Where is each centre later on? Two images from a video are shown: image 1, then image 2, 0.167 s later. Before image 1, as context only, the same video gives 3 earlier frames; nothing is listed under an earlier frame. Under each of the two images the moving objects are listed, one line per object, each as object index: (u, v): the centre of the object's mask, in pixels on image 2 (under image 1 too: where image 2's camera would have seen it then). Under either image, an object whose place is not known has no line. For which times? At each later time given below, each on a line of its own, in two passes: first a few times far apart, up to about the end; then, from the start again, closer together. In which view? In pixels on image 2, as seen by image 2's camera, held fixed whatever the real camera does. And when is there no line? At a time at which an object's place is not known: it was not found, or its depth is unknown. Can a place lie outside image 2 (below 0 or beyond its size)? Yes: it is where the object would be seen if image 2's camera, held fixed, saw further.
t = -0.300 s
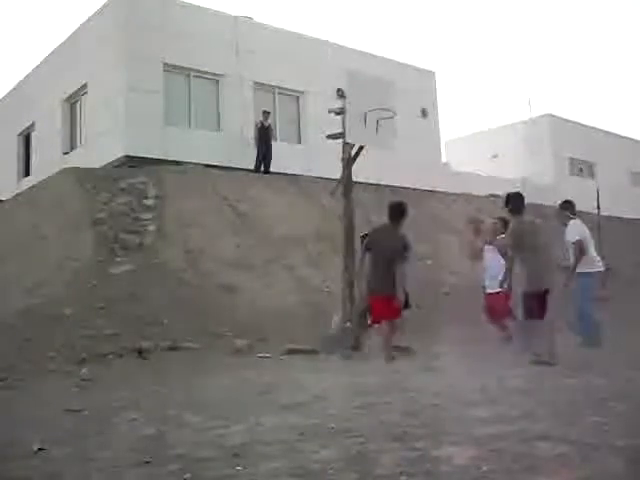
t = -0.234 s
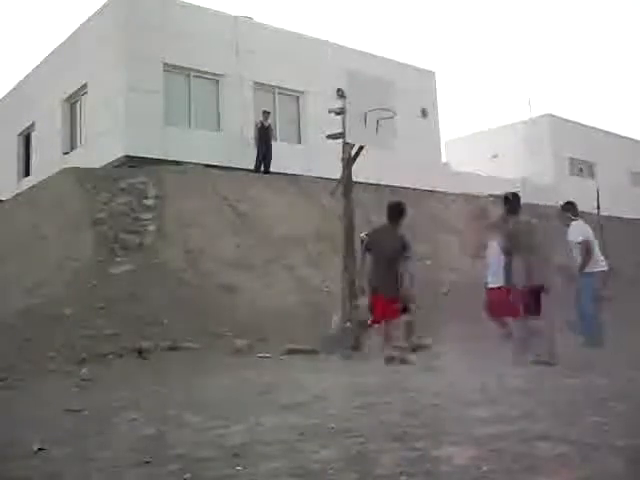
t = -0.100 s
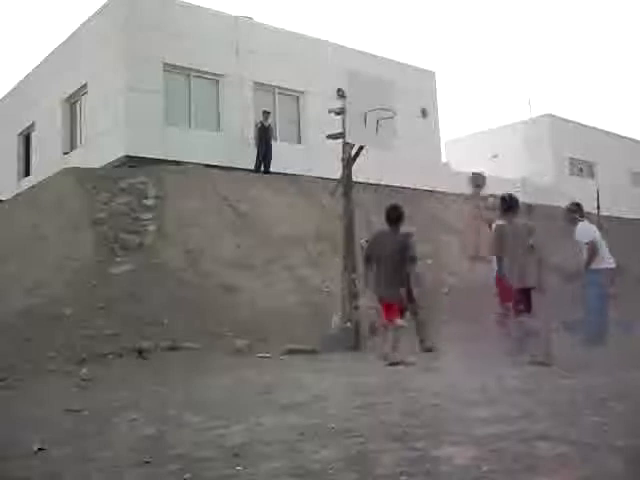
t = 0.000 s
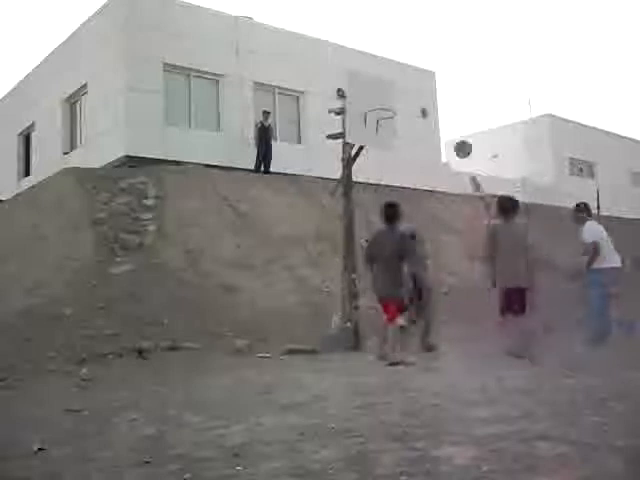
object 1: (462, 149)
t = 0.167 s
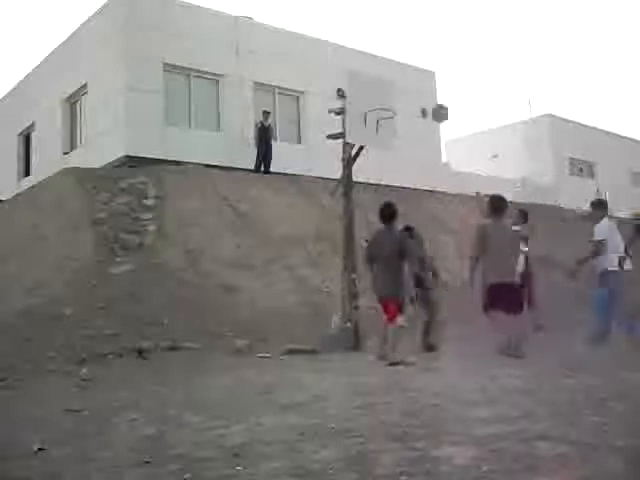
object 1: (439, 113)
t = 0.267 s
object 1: (427, 103)
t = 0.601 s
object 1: (389, 105)
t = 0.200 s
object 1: (435, 108)
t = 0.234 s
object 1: (432, 105)
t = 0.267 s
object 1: (427, 103)
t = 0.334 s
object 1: (418, 97)
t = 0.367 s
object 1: (415, 97)
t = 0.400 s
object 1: (410, 97)
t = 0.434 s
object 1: (407, 97)
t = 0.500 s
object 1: (394, 103)
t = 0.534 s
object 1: (393, 106)
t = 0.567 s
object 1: (391, 108)
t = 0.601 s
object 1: (389, 105)
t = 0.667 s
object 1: (381, 102)
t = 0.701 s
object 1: (381, 103)
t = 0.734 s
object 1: (377, 104)
